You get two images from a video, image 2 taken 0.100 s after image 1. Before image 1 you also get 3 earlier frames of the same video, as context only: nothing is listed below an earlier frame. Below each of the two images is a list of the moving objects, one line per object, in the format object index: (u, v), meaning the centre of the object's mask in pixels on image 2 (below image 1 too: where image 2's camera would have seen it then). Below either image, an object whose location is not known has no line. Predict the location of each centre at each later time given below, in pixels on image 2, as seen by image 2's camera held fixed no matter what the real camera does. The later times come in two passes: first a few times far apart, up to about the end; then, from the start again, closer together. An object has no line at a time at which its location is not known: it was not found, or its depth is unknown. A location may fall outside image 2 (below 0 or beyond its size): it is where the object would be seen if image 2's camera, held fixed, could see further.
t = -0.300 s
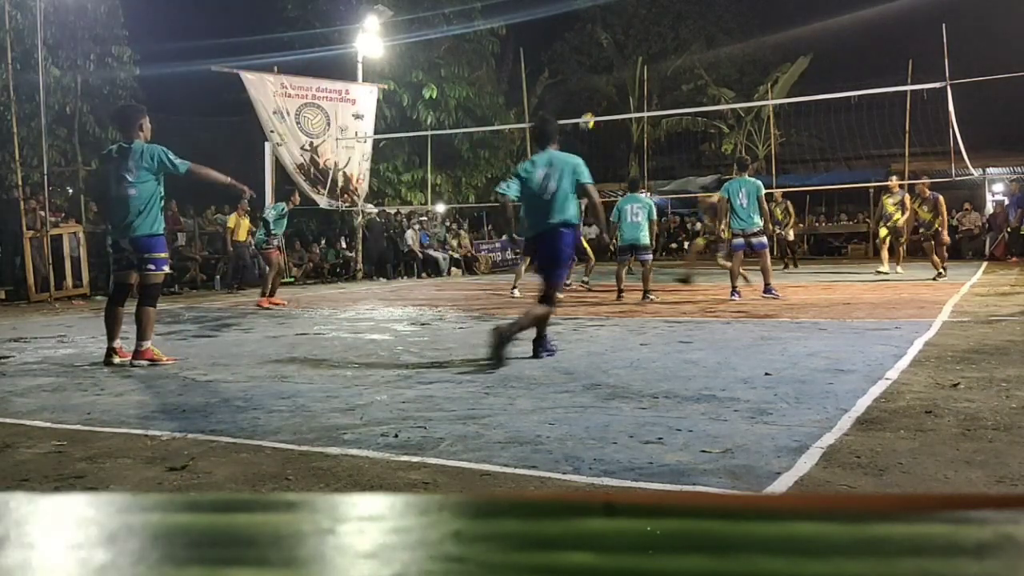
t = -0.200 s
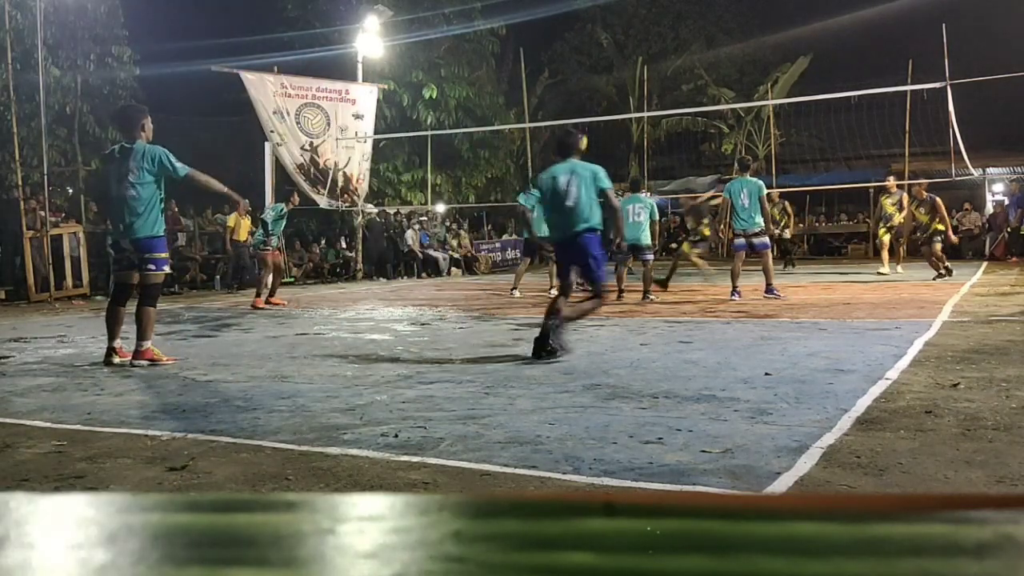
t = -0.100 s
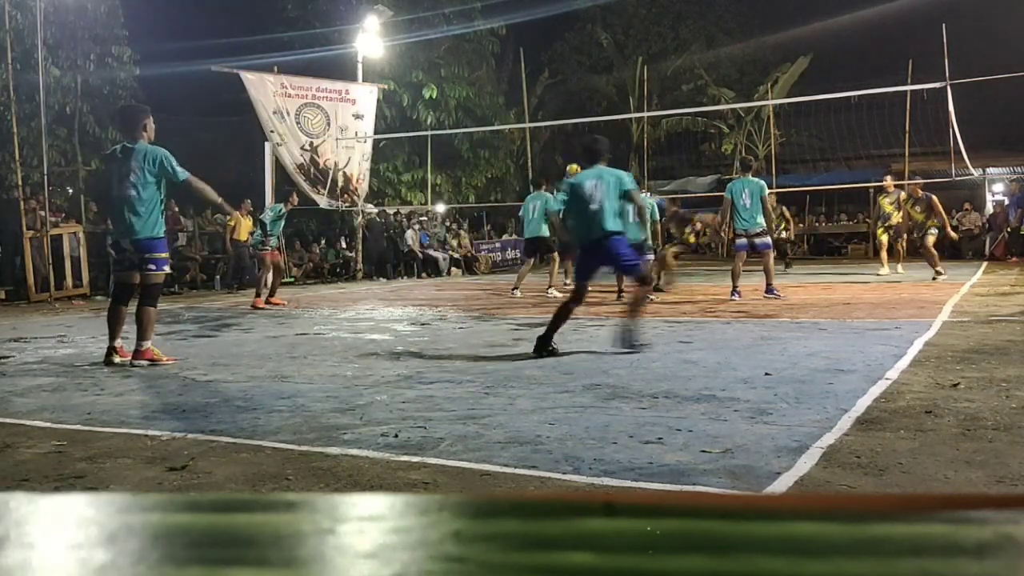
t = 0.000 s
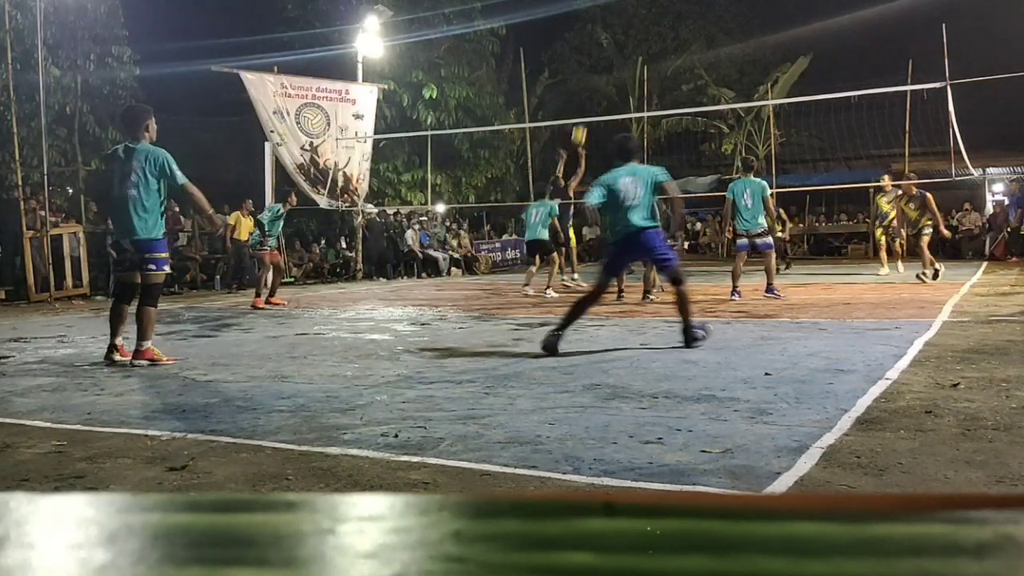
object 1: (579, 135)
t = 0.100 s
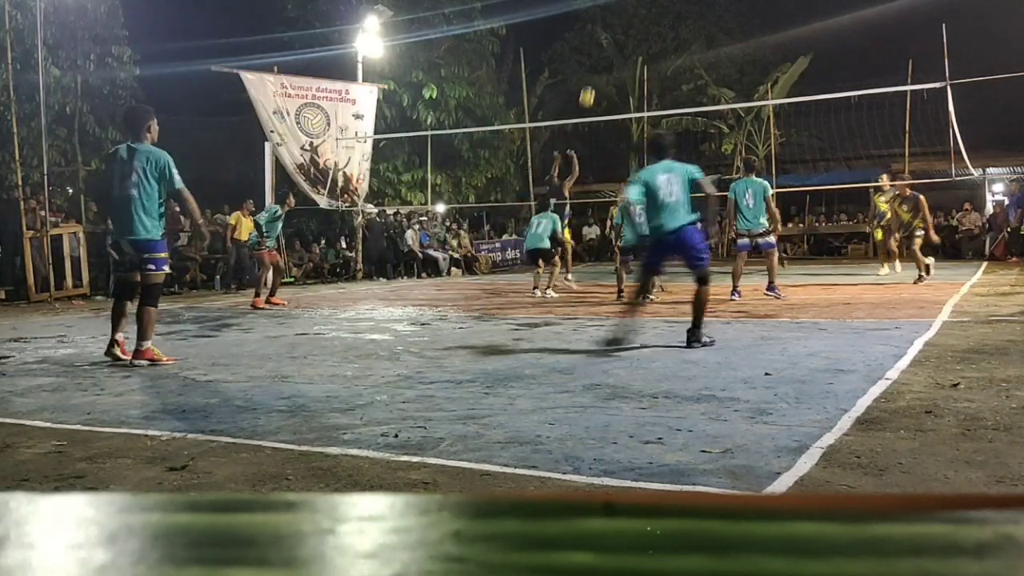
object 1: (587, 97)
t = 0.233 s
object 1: (598, 56)
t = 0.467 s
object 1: (617, 13)
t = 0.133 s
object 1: (589, 86)
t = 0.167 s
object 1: (592, 75)
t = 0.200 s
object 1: (595, 65)
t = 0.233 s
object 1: (598, 56)
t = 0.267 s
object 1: (601, 48)
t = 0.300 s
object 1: (603, 41)
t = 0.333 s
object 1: (606, 34)
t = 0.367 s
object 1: (609, 28)
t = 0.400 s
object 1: (611, 22)
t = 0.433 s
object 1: (614, 17)
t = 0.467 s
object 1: (617, 13)
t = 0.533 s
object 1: (622, 7)
